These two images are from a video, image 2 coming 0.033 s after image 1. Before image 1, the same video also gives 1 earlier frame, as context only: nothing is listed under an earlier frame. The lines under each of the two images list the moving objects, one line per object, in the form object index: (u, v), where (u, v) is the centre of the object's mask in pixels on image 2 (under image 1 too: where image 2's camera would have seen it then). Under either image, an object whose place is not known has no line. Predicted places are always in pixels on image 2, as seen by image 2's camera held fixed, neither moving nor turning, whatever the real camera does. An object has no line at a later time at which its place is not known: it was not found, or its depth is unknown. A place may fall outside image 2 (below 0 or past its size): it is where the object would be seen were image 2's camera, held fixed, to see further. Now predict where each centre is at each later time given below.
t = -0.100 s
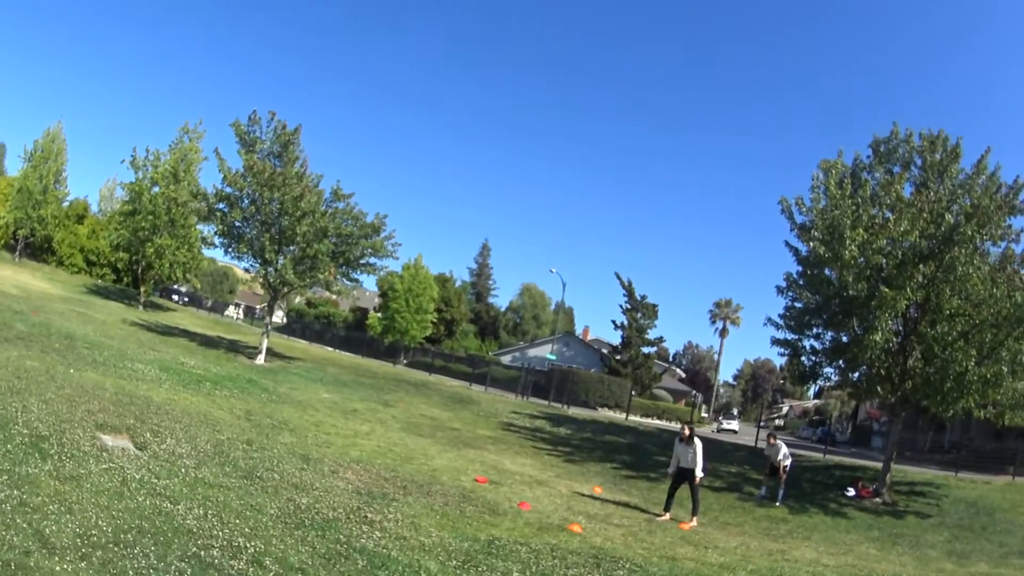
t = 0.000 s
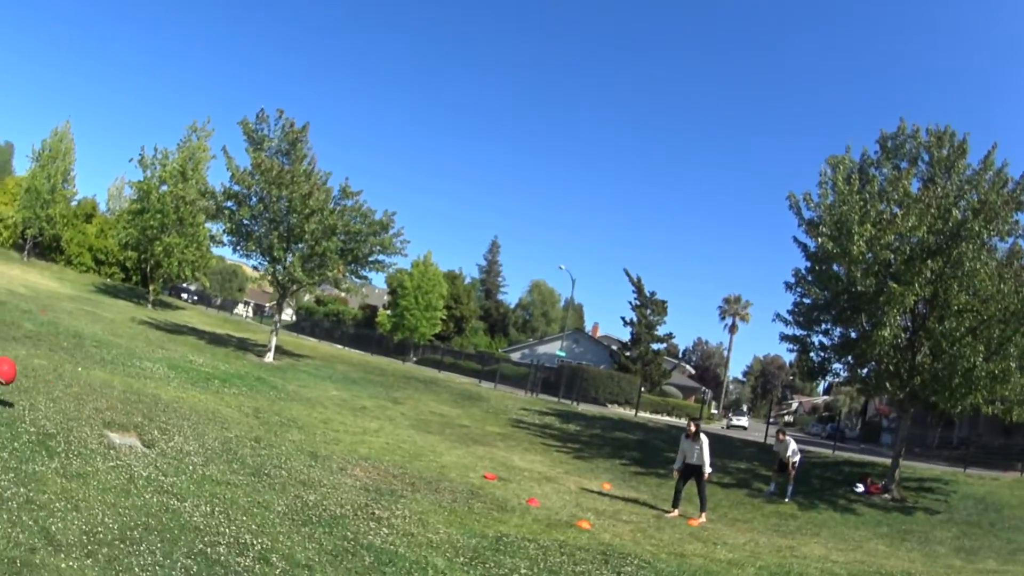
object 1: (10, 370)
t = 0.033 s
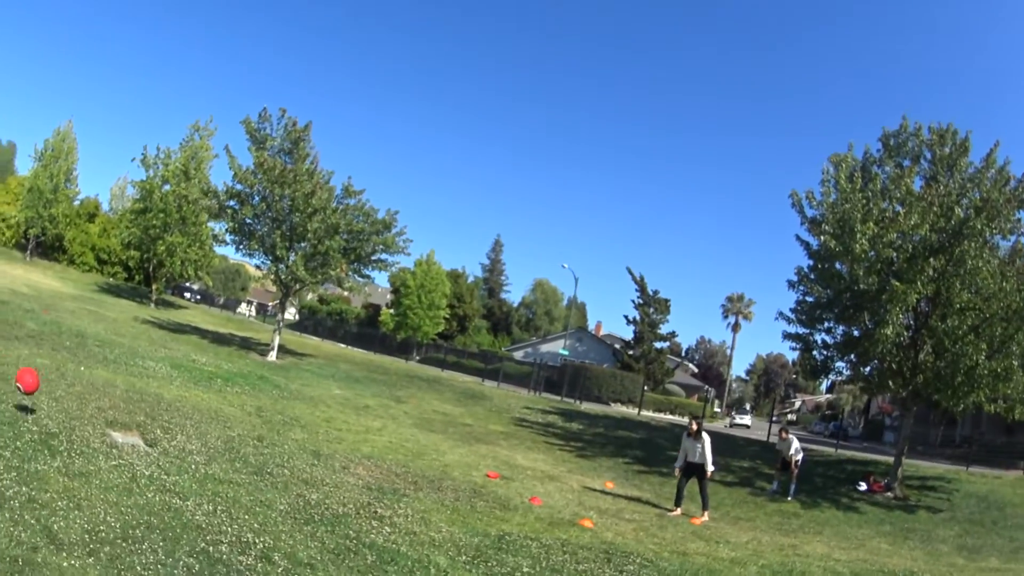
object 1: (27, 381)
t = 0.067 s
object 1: (47, 393)
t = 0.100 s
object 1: (68, 405)
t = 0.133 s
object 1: (88, 419)
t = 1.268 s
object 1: (496, 490)
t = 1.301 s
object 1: (504, 489)
